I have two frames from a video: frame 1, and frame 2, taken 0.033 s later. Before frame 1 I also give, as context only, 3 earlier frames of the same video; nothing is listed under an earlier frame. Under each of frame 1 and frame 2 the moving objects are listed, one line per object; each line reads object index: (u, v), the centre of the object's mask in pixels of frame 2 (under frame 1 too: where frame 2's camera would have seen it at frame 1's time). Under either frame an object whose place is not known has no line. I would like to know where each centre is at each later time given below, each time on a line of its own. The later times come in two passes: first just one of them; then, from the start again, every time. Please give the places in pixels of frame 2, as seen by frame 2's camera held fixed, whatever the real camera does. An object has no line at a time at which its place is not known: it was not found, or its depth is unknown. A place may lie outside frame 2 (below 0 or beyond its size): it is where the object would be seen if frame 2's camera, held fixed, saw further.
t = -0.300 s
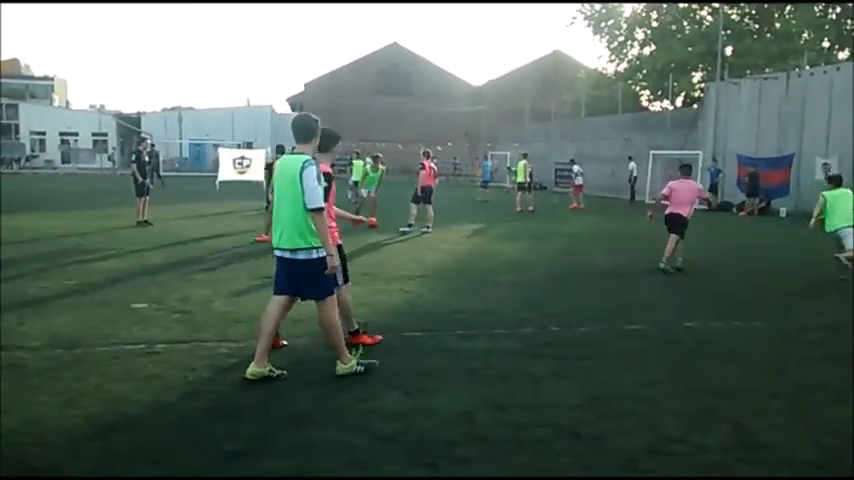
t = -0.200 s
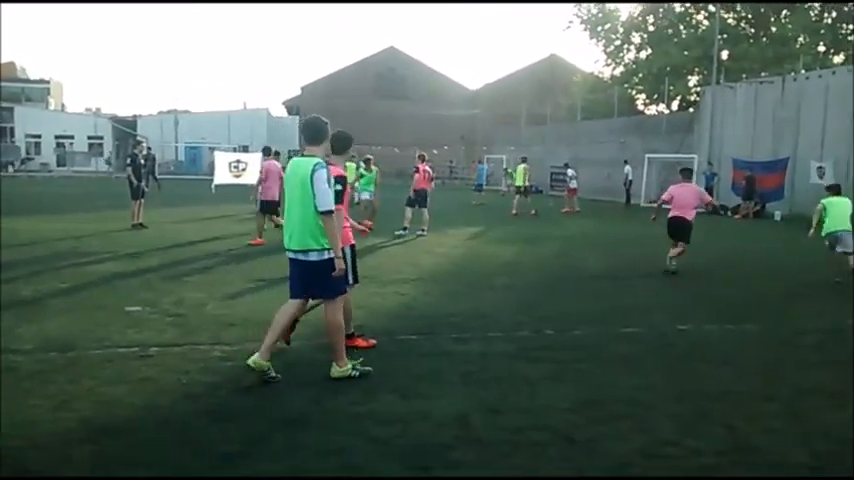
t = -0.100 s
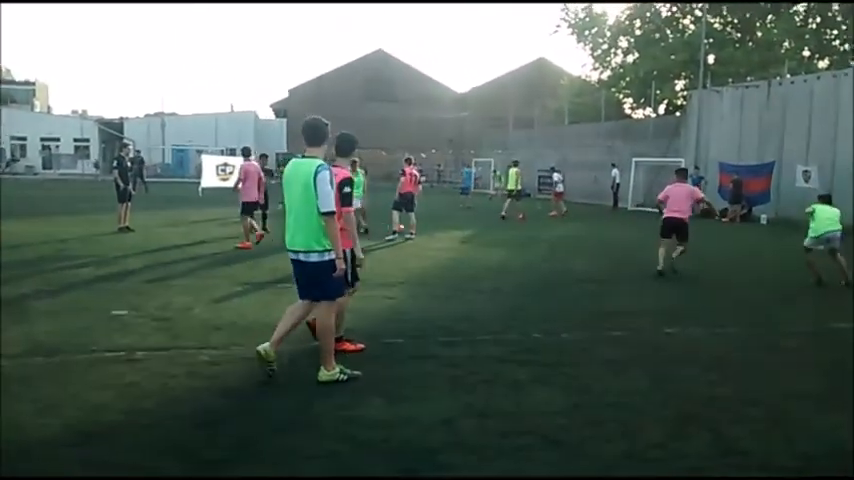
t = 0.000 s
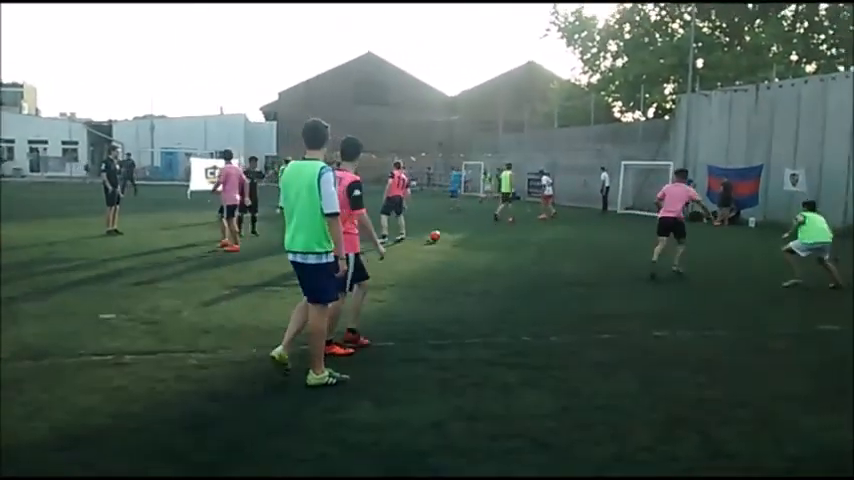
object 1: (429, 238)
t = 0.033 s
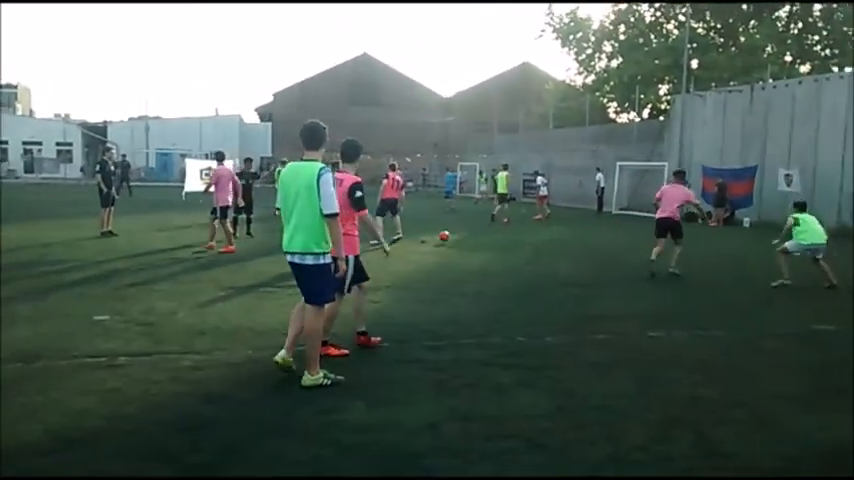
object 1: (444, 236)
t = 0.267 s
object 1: (535, 240)
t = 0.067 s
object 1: (457, 235)
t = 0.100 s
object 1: (471, 236)
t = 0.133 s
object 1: (484, 237)
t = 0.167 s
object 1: (498, 238)
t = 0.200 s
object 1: (512, 240)
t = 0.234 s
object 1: (524, 240)
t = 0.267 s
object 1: (535, 240)
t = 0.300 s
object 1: (546, 240)
